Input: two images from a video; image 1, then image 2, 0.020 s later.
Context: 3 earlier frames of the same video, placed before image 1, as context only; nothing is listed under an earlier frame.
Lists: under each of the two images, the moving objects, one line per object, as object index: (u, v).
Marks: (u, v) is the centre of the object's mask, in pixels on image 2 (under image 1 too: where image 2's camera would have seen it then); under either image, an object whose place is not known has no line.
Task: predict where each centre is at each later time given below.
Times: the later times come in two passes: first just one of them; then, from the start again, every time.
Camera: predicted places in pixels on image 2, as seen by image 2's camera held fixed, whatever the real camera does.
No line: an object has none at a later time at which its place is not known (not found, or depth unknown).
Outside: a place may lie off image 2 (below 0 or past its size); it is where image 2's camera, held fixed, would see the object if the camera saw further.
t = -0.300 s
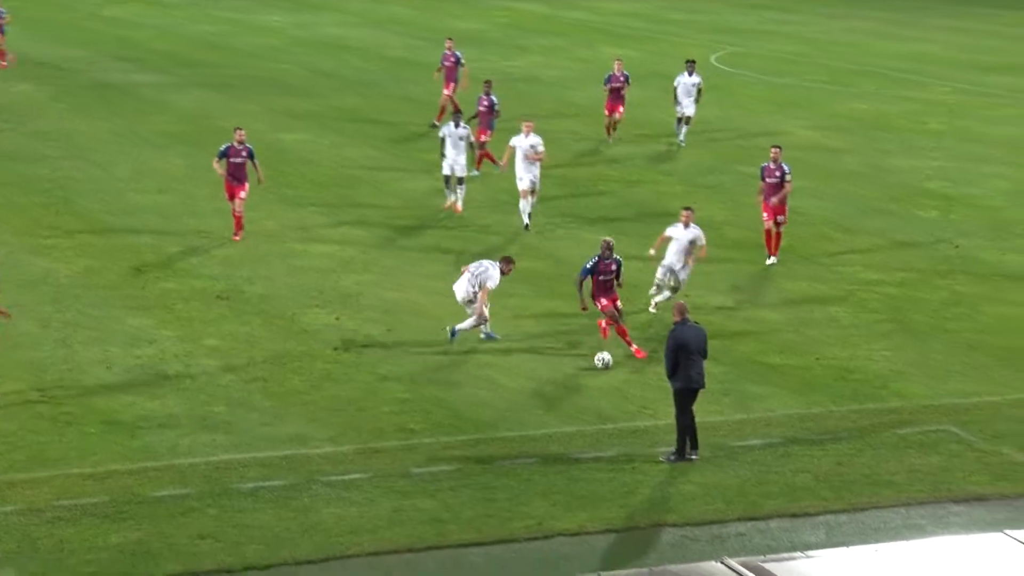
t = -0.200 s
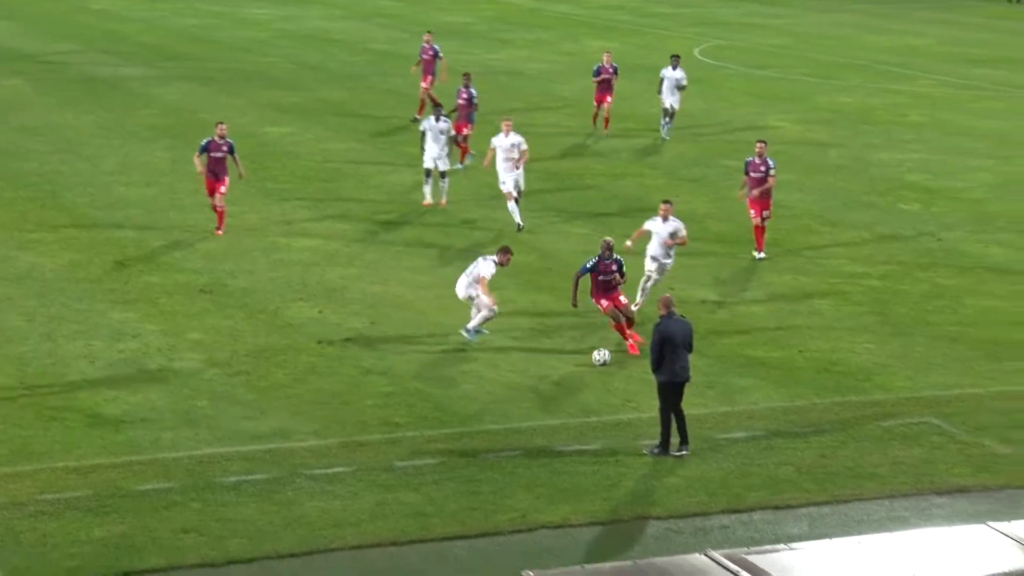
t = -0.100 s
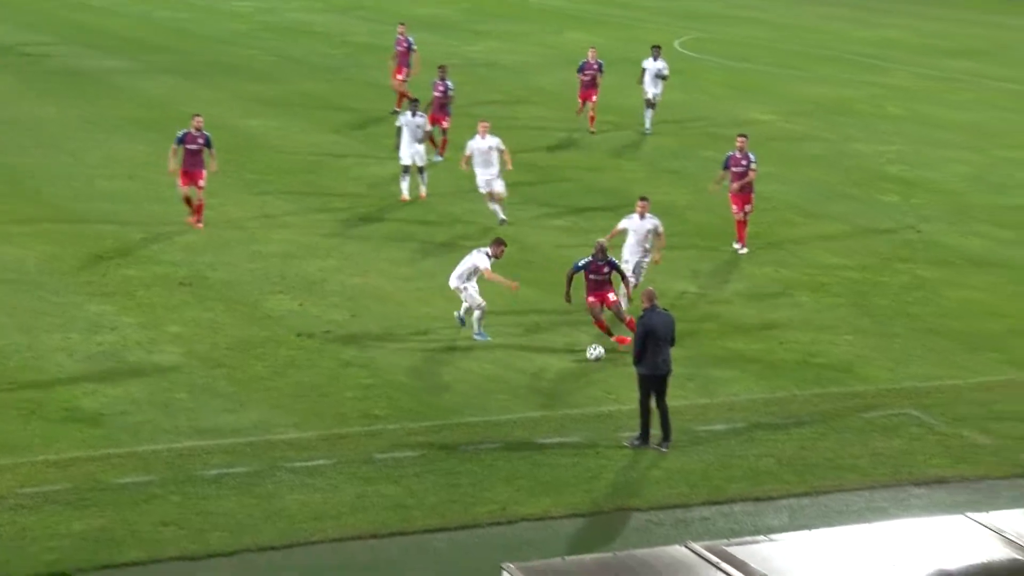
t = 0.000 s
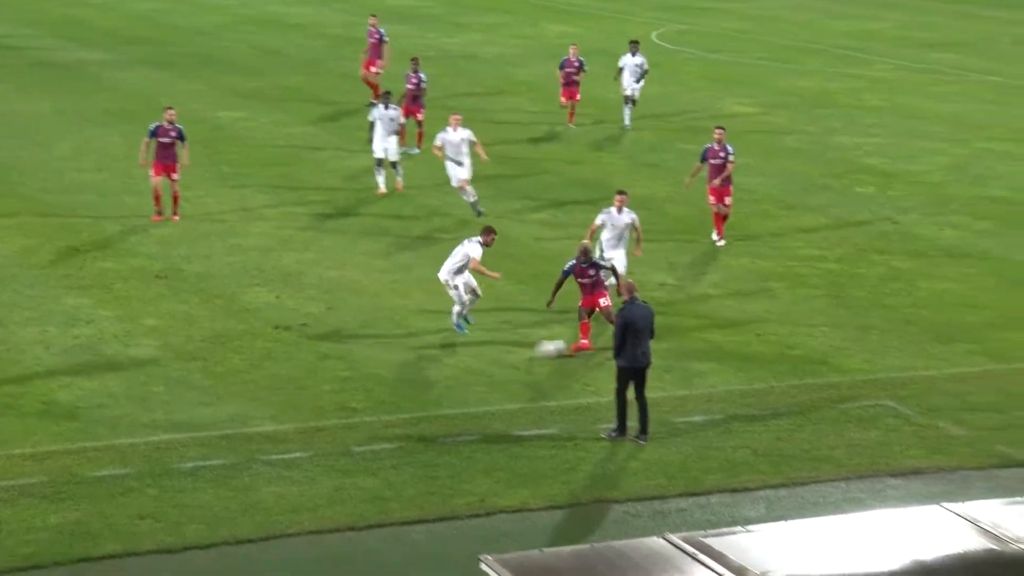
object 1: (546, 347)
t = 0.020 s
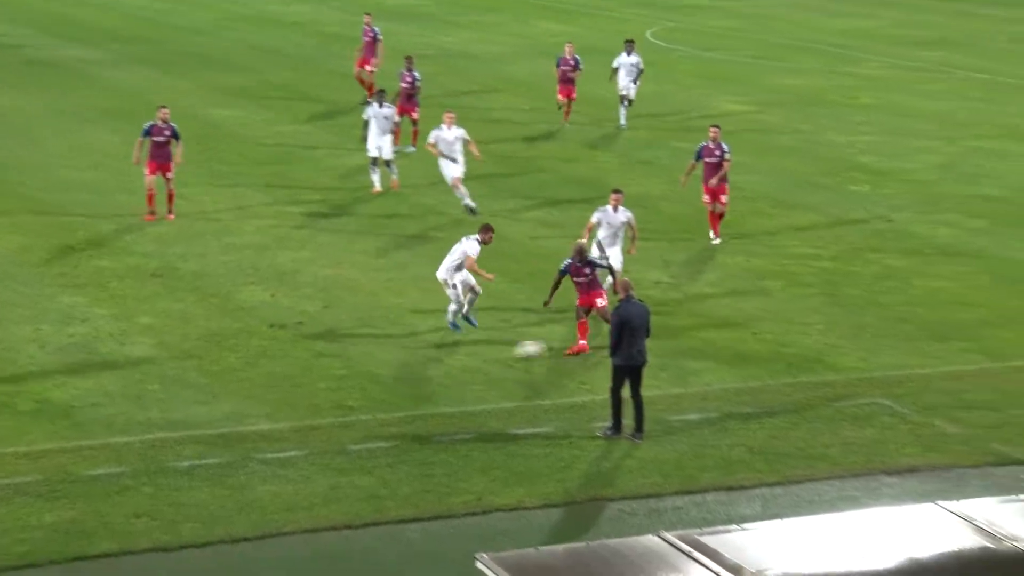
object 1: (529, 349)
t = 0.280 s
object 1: (342, 373)
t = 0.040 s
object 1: (516, 352)
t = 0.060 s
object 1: (500, 354)
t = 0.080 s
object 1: (484, 356)
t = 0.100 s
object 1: (469, 358)
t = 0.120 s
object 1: (455, 359)
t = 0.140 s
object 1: (441, 361)
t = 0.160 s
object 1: (426, 362)
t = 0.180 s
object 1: (412, 365)
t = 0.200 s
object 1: (397, 367)
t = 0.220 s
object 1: (383, 369)
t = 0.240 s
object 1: (369, 370)
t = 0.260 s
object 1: (356, 371)
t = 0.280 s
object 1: (342, 373)
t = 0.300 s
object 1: (328, 375)
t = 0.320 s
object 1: (314, 378)
